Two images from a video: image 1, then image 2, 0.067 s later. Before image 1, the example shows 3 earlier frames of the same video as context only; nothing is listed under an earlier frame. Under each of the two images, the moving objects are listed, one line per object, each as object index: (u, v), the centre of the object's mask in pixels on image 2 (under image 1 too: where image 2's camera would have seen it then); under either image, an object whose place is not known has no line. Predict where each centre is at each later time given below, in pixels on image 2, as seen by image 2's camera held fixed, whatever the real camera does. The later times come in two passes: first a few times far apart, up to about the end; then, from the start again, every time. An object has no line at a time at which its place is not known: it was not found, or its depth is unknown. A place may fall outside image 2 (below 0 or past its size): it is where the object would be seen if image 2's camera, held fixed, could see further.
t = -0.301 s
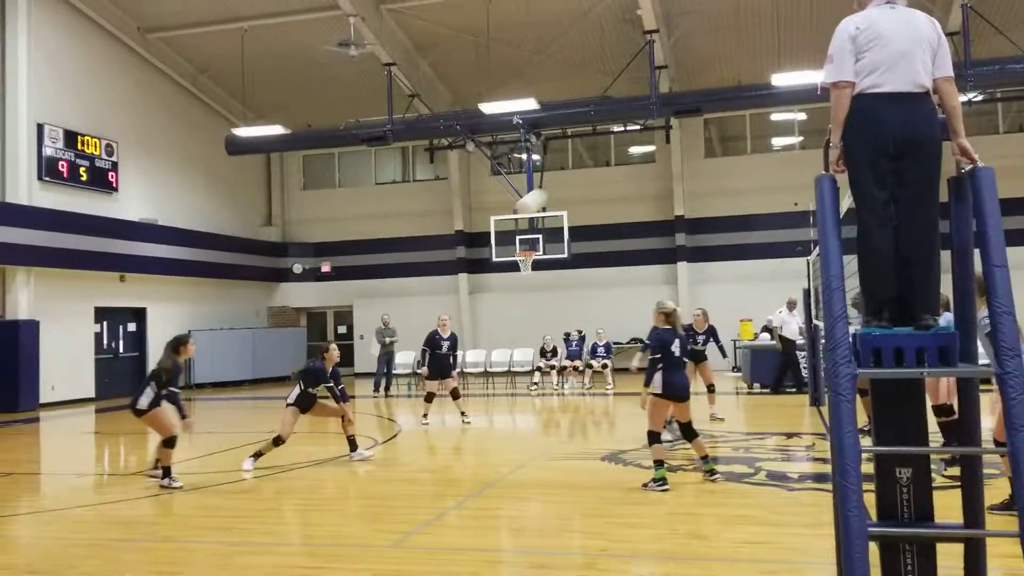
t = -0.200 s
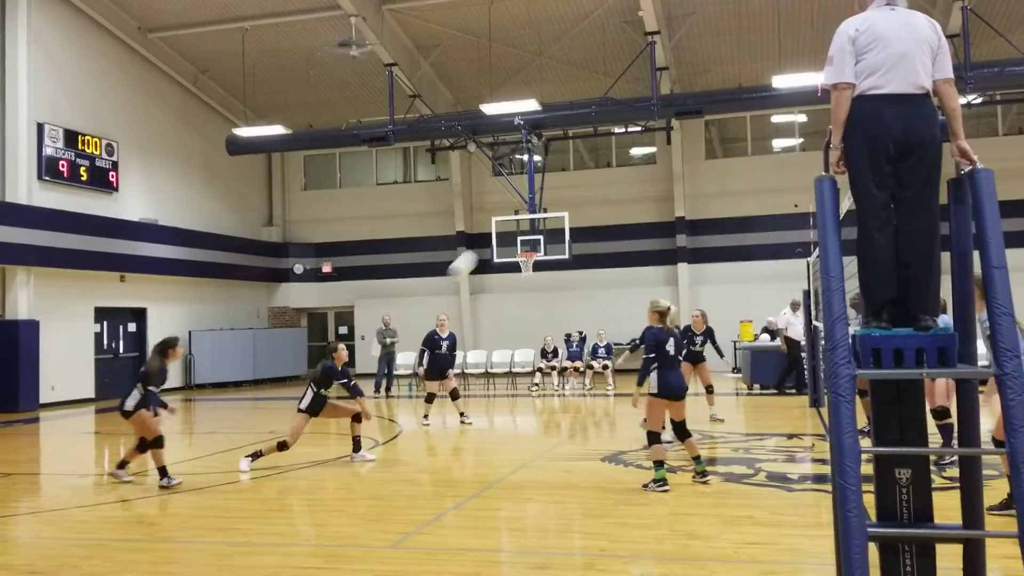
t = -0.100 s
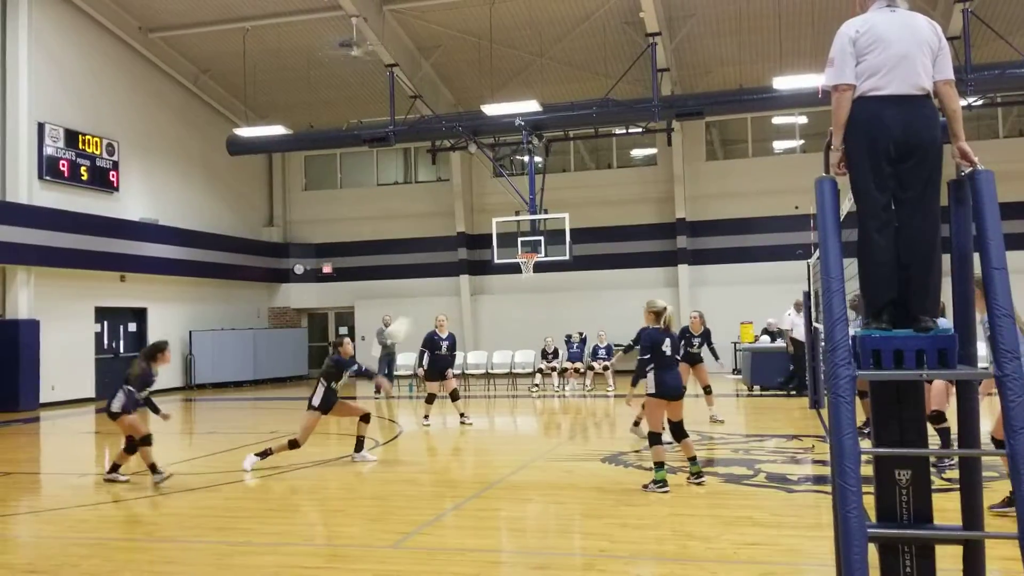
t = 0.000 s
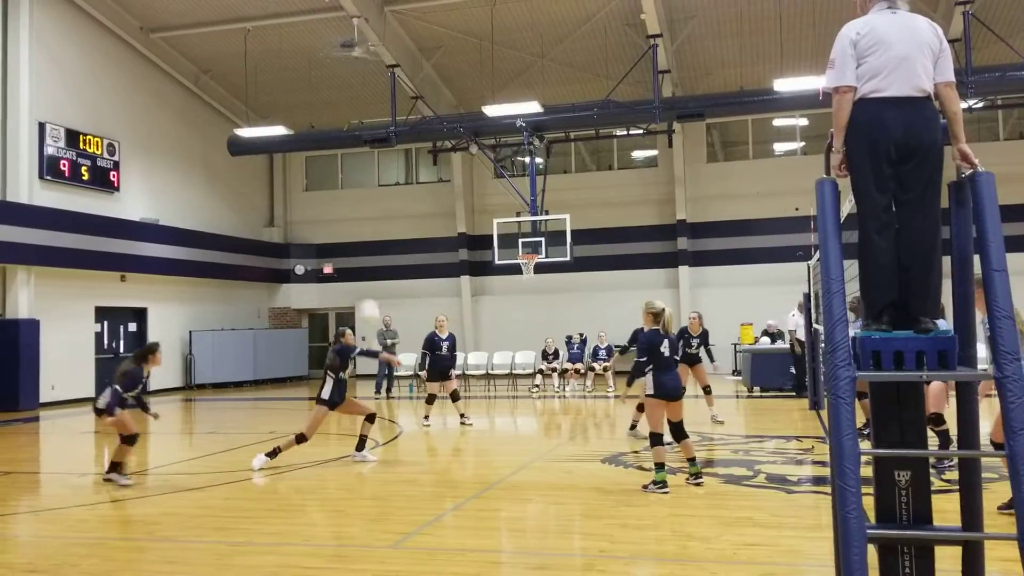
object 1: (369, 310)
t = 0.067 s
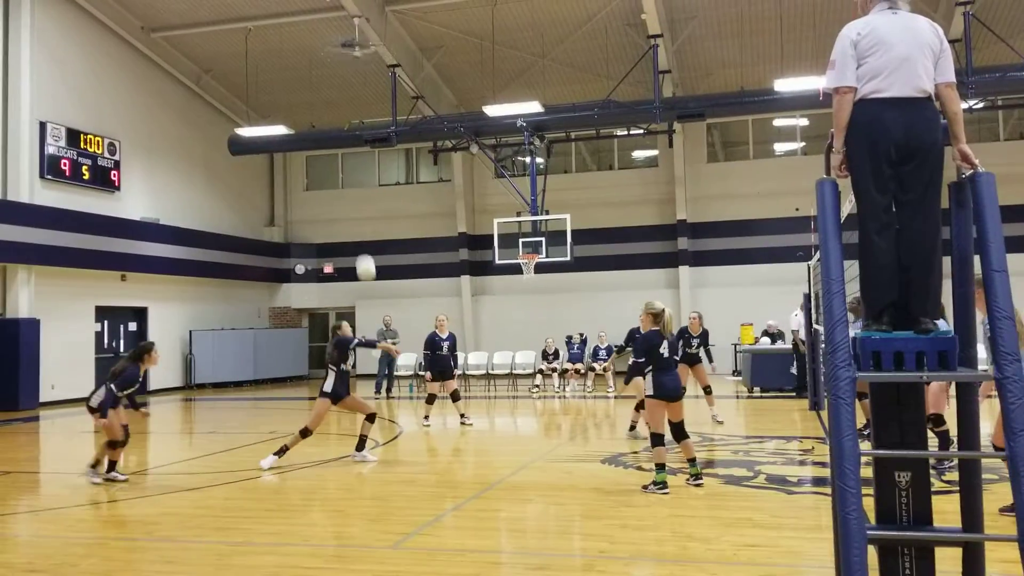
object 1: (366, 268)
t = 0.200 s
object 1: (355, 190)
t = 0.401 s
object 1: (339, 106)
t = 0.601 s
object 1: (327, 55)
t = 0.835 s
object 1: (314, 41)
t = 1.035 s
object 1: (305, 65)
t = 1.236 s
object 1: (296, 124)
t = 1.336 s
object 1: (293, 166)
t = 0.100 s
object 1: (364, 248)
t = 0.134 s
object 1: (361, 227)
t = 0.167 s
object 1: (358, 208)
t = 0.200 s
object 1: (355, 190)
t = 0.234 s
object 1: (353, 174)
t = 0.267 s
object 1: (351, 158)
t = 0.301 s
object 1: (348, 143)
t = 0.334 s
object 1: (345, 130)
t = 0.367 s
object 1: (342, 117)
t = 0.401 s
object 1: (339, 106)
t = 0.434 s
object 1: (337, 95)
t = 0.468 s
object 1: (335, 85)
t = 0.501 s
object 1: (333, 77)
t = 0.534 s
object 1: (332, 69)
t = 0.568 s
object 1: (329, 61)
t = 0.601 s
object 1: (327, 55)
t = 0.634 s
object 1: (325, 50)
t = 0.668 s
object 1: (323, 46)
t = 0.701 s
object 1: (322, 44)
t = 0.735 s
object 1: (319, 41)
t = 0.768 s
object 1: (318, 41)
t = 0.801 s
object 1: (316, 40)
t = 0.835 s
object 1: (314, 41)
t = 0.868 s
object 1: (312, 43)
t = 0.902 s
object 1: (311, 45)
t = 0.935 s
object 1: (310, 49)
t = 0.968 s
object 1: (308, 53)
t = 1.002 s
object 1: (306, 59)
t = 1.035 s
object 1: (305, 65)
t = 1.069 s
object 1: (303, 72)
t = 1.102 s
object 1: (302, 81)
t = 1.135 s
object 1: (301, 90)
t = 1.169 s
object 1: (300, 100)
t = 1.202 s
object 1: (298, 112)
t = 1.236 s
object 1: (296, 124)
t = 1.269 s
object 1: (295, 137)
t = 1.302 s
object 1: (294, 151)
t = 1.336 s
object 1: (293, 166)
